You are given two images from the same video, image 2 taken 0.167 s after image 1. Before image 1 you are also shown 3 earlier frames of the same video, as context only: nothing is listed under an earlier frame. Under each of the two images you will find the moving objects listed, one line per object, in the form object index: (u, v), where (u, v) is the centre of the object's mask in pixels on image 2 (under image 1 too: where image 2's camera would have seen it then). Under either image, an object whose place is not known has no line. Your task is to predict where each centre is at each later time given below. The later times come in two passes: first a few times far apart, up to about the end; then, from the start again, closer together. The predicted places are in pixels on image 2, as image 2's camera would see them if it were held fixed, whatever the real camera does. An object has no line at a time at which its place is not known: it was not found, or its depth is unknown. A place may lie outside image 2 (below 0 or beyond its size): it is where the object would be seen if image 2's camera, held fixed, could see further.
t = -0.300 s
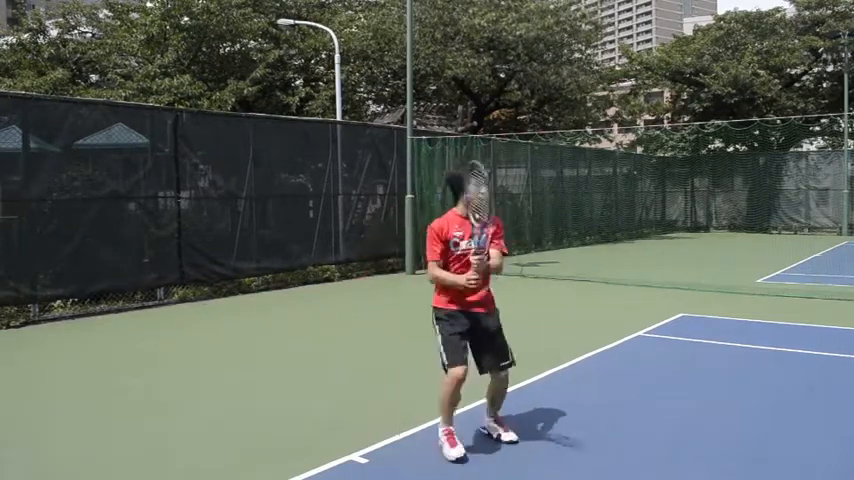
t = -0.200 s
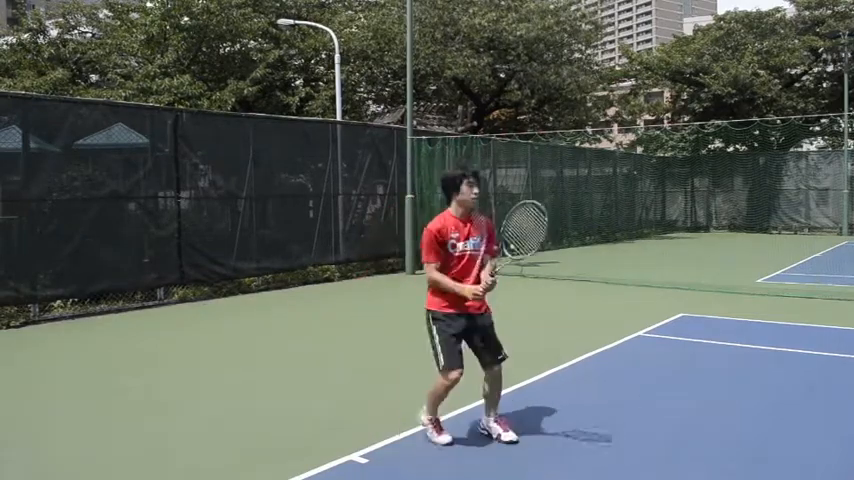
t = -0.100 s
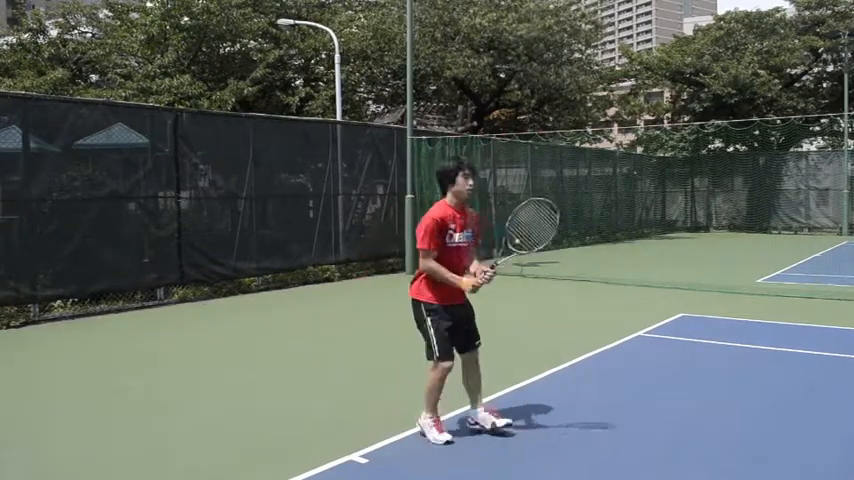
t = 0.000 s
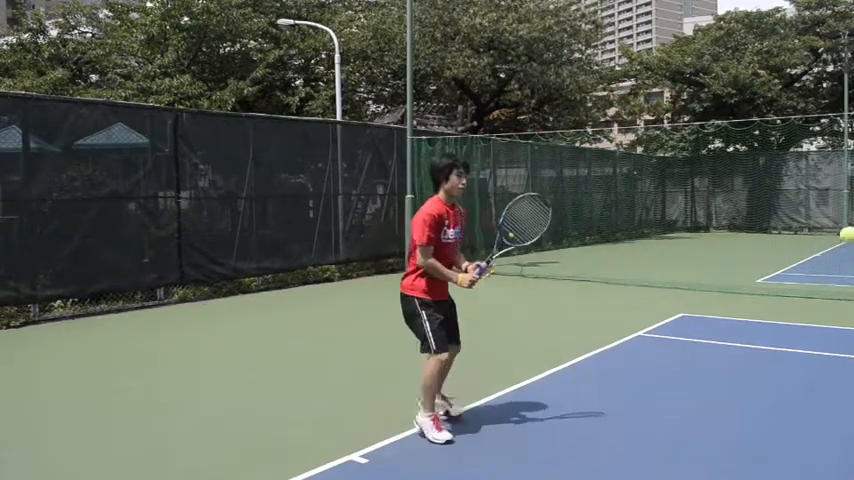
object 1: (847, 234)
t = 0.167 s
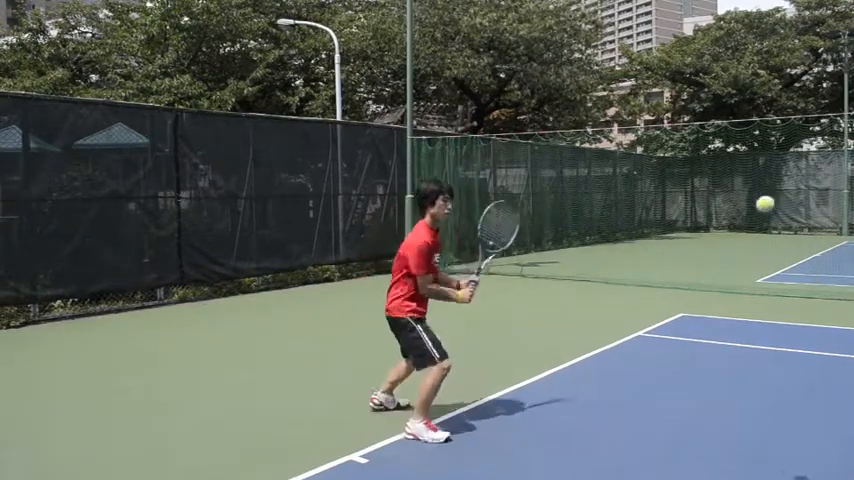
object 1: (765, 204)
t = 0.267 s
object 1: (722, 217)
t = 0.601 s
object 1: (614, 379)
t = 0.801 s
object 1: (580, 361)
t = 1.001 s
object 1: (556, 291)
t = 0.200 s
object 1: (750, 206)
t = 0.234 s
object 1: (736, 211)
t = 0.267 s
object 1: (722, 217)
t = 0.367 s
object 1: (684, 249)
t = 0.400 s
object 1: (673, 264)
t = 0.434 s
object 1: (662, 279)
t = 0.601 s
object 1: (614, 379)
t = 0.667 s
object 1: (597, 425)
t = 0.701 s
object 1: (591, 424)
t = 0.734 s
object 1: (588, 402)
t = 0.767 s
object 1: (583, 381)
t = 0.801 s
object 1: (580, 361)
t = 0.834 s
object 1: (575, 345)
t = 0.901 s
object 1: (567, 318)
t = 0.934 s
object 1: (564, 307)
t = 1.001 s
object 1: (556, 291)
